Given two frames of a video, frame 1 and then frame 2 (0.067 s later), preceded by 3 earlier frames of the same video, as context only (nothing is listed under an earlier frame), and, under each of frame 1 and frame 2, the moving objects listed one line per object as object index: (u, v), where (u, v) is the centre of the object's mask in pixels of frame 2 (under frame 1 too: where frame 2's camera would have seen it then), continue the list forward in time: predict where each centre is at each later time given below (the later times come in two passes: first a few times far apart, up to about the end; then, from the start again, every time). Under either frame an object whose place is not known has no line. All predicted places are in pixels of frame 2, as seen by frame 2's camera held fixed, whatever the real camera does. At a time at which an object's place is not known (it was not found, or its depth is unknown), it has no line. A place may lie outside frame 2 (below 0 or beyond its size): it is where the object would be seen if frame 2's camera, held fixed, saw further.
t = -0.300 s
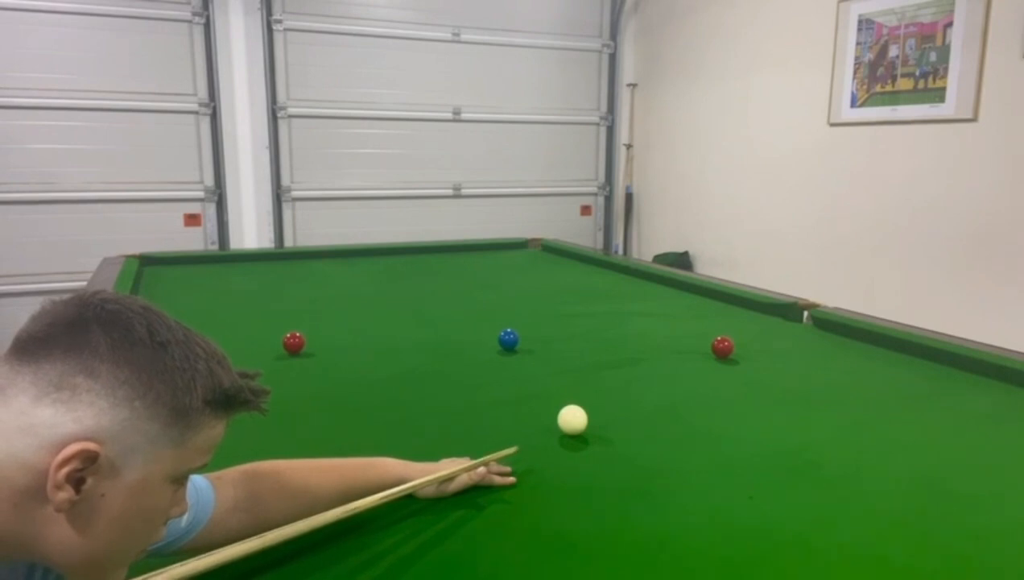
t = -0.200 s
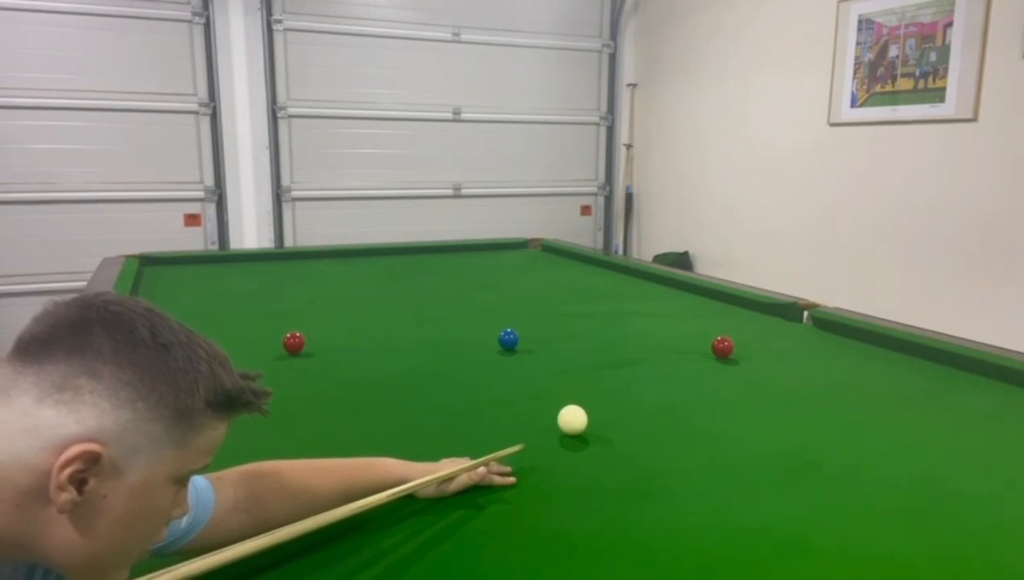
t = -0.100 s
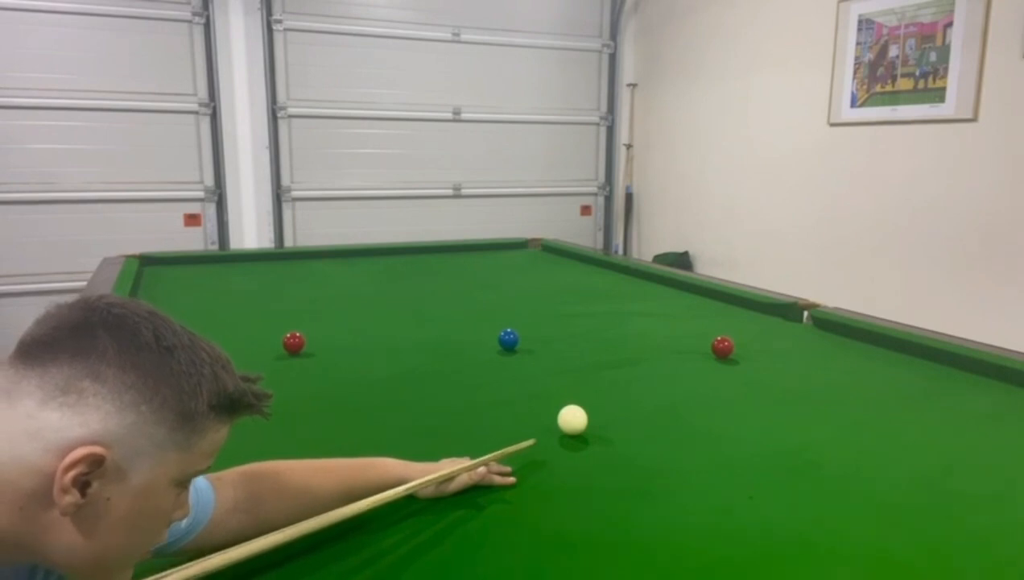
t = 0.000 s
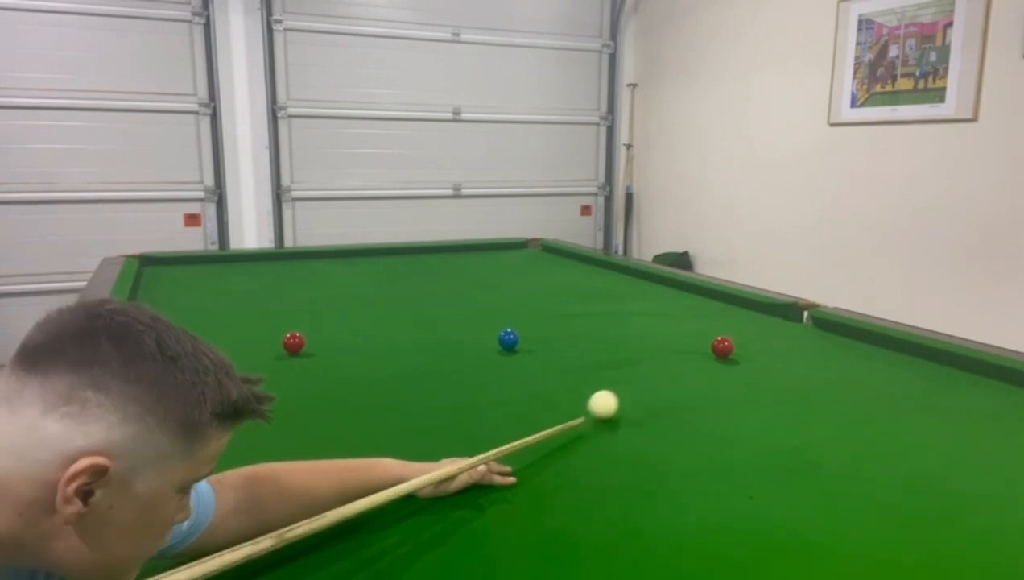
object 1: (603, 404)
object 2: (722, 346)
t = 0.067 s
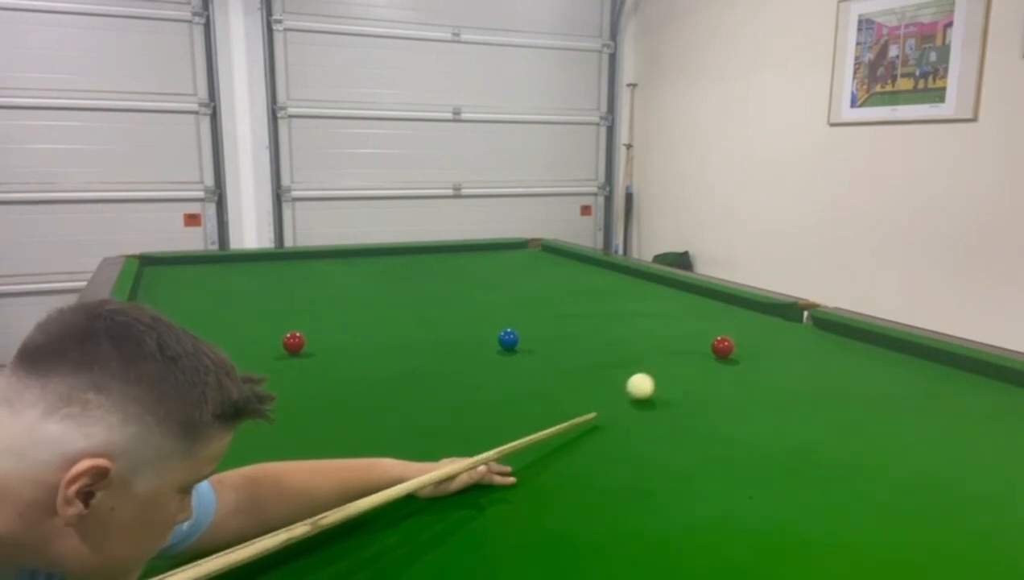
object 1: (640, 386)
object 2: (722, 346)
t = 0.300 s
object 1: (713, 351)
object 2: (732, 342)
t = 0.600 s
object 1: (715, 350)
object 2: (783, 318)
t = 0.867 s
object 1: (714, 350)
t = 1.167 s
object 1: (715, 350)
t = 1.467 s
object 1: (714, 351)
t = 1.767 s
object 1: (714, 351)
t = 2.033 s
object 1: (714, 351)
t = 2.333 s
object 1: (714, 351)
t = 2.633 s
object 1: (714, 351)
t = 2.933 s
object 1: (714, 351)
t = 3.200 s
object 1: (714, 351)
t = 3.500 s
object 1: (714, 351)
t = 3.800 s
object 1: (714, 351)
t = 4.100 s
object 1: (714, 351)
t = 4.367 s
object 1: (714, 351)
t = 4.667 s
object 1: (714, 351)
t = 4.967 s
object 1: (714, 351)
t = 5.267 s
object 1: (714, 351)
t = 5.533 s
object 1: (714, 351)
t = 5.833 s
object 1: (714, 351)
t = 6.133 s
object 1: (714, 351)
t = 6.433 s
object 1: (714, 351)
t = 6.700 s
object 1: (714, 351)
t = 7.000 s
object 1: (714, 351)
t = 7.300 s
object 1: (714, 351)
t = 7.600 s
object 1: (714, 351)
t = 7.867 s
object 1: (714, 351)
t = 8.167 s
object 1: (714, 351)
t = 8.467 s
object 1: (714, 351)
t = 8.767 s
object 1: (714, 351)
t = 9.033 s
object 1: (714, 351)
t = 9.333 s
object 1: (714, 351)
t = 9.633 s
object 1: (714, 351)
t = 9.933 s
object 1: (714, 351)
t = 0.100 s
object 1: (656, 378)
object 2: (722, 346)
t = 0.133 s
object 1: (670, 371)
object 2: (722, 346)
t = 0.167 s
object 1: (683, 365)
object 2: (722, 346)
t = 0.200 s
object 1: (695, 359)
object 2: (723, 346)
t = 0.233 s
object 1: (705, 354)
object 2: (723, 346)
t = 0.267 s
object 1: (712, 351)
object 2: (728, 344)
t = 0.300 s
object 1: (713, 351)
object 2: (732, 342)
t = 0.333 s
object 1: (713, 350)
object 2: (740, 338)
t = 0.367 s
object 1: (713, 350)
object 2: (747, 335)
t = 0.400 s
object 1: (714, 350)
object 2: (753, 332)
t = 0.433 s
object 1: (714, 350)
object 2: (759, 329)
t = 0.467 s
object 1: (714, 350)
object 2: (764, 327)
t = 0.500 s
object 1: (714, 350)
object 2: (769, 325)
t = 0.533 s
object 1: (715, 350)
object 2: (774, 322)
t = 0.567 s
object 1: (715, 350)
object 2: (778, 320)
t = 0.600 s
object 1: (715, 350)
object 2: (783, 318)
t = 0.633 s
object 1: (715, 350)
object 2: (788, 316)
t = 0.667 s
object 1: (715, 350)
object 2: (792, 315)
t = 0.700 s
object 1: (715, 350)
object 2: (796, 313)
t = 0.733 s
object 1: (715, 350)
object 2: (800, 314)
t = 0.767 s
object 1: (715, 350)
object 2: (803, 316)
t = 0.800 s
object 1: (714, 350)
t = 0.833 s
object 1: (715, 350)
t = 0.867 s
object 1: (714, 350)
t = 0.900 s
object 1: (714, 350)
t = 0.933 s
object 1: (714, 350)
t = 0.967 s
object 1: (714, 350)
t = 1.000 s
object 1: (714, 350)
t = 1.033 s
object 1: (714, 350)
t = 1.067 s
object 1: (715, 350)
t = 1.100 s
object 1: (715, 351)
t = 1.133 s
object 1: (715, 350)
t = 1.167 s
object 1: (715, 350)
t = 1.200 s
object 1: (715, 351)
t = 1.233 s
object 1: (715, 351)
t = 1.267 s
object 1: (714, 351)
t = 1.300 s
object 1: (714, 351)
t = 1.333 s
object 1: (714, 351)
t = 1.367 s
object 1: (714, 351)
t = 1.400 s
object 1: (714, 351)
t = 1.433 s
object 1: (714, 351)
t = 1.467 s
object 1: (714, 351)
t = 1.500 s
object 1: (714, 351)
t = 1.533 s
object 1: (714, 351)
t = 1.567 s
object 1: (714, 351)
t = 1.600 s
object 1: (714, 351)
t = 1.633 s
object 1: (714, 351)
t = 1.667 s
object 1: (714, 351)
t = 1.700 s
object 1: (714, 351)
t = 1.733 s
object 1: (714, 351)
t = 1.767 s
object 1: (714, 351)
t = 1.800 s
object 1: (714, 351)
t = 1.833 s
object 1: (714, 351)
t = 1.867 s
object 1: (714, 351)
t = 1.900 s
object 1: (714, 351)
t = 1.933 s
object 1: (714, 351)
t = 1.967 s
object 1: (714, 351)
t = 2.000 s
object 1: (714, 351)
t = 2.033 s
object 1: (714, 351)
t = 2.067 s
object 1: (714, 351)
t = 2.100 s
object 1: (714, 351)
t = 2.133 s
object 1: (714, 351)
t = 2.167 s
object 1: (714, 351)
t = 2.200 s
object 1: (714, 351)
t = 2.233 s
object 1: (714, 351)
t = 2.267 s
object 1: (714, 351)
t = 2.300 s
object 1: (714, 350)
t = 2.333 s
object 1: (714, 351)
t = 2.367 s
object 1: (714, 351)
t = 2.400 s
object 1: (714, 351)
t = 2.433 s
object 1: (714, 351)
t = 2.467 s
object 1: (714, 351)
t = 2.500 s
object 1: (714, 351)
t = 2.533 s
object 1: (714, 351)
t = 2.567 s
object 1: (714, 351)
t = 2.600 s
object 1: (714, 351)
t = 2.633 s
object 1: (714, 351)
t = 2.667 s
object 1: (714, 351)
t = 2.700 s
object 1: (714, 351)
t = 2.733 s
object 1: (714, 351)
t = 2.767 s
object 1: (714, 351)
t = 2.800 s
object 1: (714, 351)
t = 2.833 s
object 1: (714, 351)
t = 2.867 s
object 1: (714, 351)
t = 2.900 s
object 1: (714, 351)
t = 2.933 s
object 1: (714, 351)
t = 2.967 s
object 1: (714, 351)
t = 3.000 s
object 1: (714, 351)
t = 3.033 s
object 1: (714, 351)
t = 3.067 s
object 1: (714, 351)
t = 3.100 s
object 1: (714, 351)
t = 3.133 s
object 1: (714, 351)
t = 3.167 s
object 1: (714, 351)
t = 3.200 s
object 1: (714, 351)
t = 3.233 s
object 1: (714, 351)
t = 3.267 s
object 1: (714, 351)
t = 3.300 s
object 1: (714, 351)
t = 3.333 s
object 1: (714, 351)
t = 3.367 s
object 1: (714, 351)
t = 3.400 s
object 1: (714, 351)
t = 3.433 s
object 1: (714, 351)
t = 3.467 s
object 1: (714, 351)
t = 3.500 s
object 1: (714, 351)
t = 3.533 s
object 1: (714, 351)
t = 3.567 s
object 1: (714, 351)
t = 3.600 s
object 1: (714, 351)
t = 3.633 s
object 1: (714, 351)
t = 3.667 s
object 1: (714, 351)
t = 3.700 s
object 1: (714, 351)
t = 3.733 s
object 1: (714, 351)
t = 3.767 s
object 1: (714, 351)
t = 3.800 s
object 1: (714, 351)
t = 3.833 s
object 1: (714, 351)
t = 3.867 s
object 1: (714, 351)
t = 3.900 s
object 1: (714, 351)
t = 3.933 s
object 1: (714, 351)
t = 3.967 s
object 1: (714, 351)
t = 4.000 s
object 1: (714, 351)
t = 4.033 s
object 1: (714, 351)
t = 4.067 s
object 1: (714, 351)
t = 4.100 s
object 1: (714, 351)
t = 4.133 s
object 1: (714, 351)
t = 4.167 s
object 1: (714, 351)
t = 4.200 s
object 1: (714, 351)
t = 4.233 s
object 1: (714, 351)
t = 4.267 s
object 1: (714, 351)
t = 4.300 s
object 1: (714, 351)
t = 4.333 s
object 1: (714, 351)
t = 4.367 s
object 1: (714, 351)
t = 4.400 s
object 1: (714, 351)
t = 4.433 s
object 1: (714, 351)
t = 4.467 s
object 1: (714, 351)
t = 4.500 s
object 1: (714, 351)
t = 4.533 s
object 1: (714, 351)
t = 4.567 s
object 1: (714, 351)
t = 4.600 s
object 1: (714, 351)
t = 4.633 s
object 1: (714, 351)
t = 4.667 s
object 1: (714, 351)
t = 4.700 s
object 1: (714, 351)
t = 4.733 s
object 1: (714, 351)
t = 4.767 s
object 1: (714, 351)
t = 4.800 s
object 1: (714, 351)
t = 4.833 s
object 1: (714, 351)
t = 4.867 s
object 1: (714, 351)
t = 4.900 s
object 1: (714, 351)
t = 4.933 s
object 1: (714, 351)
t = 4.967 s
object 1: (714, 351)
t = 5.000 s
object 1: (714, 351)
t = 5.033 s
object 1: (714, 351)
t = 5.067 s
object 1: (714, 351)
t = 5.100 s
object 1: (714, 351)
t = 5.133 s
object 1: (714, 351)
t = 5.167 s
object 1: (714, 351)
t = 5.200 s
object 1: (714, 351)
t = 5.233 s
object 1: (714, 351)
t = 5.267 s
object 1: (714, 351)
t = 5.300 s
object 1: (714, 351)
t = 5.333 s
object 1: (714, 351)
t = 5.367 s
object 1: (714, 351)
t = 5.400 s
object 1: (714, 351)
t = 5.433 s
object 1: (714, 351)
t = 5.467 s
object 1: (714, 351)
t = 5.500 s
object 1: (714, 351)
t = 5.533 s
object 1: (714, 351)
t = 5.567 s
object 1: (714, 351)
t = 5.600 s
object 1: (714, 351)
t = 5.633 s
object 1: (714, 351)
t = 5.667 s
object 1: (714, 351)
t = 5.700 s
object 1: (714, 351)
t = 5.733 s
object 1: (714, 351)
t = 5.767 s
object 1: (714, 351)
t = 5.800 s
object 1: (714, 351)
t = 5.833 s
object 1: (714, 351)
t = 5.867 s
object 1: (714, 351)
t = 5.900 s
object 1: (714, 351)
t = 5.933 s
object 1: (714, 351)
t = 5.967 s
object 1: (714, 351)
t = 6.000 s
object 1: (714, 351)
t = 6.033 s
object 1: (714, 351)
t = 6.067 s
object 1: (714, 351)
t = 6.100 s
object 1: (714, 351)
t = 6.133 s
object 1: (714, 351)
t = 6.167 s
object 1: (714, 351)
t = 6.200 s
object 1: (714, 351)
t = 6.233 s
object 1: (714, 351)
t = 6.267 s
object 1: (714, 351)
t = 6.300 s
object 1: (714, 351)
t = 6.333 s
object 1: (714, 351)
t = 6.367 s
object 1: (714, 351)
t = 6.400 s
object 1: (714, 351)
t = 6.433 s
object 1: (714, 351)
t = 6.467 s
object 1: (714, 351)
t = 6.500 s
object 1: (714, 351)
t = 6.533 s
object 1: (714, 351)
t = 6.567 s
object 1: (714, 351)
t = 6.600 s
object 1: (714, 351)
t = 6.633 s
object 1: (714, 351)
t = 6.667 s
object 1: (714, 351)
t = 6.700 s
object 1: (714, 351)
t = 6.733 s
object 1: (714, 351)
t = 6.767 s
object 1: (714, 351)
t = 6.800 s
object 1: (714, 351)
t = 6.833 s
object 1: (714, 351)
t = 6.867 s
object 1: (714, 351)
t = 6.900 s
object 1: (714, 351)
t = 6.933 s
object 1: (714, 351)
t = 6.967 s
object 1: (714, 351)
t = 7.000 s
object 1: (714, 351)
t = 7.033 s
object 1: (714, 351)
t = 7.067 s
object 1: (714, 351)
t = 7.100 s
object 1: (714, 351)
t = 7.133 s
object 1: (714, 351)
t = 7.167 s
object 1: (714, 351)
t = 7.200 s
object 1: (714, 351)
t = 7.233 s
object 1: (714, 351)
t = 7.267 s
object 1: (714, 351)
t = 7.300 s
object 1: (714, 351)
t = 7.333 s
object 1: (714, 351)
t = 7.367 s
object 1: (714, 351)
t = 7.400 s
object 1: (714, 351)
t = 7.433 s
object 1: (714, 351)
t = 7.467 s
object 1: (714, 351)
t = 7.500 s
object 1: (714, 351)
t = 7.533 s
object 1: (714, 351)
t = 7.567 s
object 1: (714, 351)
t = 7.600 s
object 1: (714, 351)
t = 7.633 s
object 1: (714, 351)
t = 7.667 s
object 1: (714, 351)
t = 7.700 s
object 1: (714, 351)
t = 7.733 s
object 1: (714, 351)
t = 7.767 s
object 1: (714, 351)
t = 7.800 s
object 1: (714, 351)
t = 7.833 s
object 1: (714, 351)
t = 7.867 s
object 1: (714, 351)
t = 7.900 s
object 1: (714, 351)
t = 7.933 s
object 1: (714, 351)
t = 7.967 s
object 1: (714, 351)
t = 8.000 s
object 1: (714, 351)
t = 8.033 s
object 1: (714, 351)
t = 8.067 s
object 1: (714, 351)
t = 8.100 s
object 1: (714, 351)
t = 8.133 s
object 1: (714, 351)
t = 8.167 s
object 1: (714, 351)
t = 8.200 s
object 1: (714, 351)
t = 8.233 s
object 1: (714, 351)
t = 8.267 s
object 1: (714, 351)
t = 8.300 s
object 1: (714, 351)
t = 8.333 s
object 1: (714, 351)
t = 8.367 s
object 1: (714, 351)
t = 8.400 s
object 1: (714, 351)
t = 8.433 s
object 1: (714, 351)
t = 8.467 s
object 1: (714, 351)
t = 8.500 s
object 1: (714, 351)
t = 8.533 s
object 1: (714, 351)
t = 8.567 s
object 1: (714, 351)
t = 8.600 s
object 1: (714, 351)
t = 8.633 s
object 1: (714, 351)
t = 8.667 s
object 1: (714, 351)
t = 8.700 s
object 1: (714, 351)
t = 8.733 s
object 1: (714, 351)
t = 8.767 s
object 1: (714, 351)
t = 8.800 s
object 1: (714, 351)
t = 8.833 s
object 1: (714, 351)
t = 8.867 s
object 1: (714, 351)
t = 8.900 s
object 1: (714, 351)
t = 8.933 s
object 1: (714, 351)
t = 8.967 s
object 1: (714, 351)
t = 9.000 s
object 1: (714, 351)
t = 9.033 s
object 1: (714, 351)
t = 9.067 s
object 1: (714, 351)
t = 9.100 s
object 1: (714, 351)
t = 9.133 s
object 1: (714, 351)
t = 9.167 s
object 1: (714, 351)
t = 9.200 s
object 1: (714, 351)
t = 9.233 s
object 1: (714, 351)
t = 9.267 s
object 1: (714, 351)
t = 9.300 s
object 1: (714, 351)
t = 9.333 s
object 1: (714, 351)
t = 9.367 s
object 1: (714, 351)
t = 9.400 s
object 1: (714, 351)
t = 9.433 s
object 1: (714, 351)
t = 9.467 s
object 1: (714, 351)
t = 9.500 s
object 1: (714, 351)
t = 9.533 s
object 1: (714, 351)
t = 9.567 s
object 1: (714, 351)
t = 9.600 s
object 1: (714, 351)
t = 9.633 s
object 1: (714, 351)
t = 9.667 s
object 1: (714, 351)
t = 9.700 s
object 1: (714, 351)
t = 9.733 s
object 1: (714, 351)
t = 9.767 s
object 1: (714, 351)
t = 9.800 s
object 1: (714, 351)
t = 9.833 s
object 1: (714, 351)
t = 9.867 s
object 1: (714, 351)
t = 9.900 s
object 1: (714, 351)
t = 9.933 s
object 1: (714, 351)
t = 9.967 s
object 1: (714, 351)
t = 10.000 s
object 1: (714, 351)
